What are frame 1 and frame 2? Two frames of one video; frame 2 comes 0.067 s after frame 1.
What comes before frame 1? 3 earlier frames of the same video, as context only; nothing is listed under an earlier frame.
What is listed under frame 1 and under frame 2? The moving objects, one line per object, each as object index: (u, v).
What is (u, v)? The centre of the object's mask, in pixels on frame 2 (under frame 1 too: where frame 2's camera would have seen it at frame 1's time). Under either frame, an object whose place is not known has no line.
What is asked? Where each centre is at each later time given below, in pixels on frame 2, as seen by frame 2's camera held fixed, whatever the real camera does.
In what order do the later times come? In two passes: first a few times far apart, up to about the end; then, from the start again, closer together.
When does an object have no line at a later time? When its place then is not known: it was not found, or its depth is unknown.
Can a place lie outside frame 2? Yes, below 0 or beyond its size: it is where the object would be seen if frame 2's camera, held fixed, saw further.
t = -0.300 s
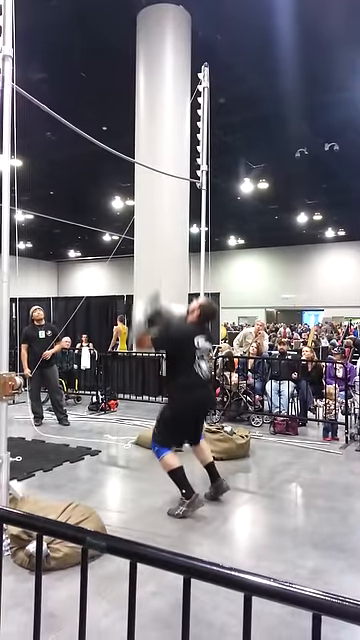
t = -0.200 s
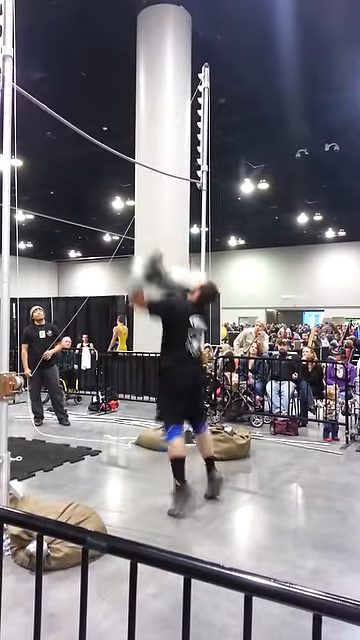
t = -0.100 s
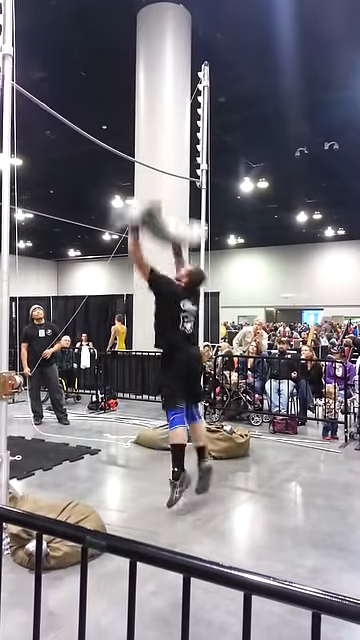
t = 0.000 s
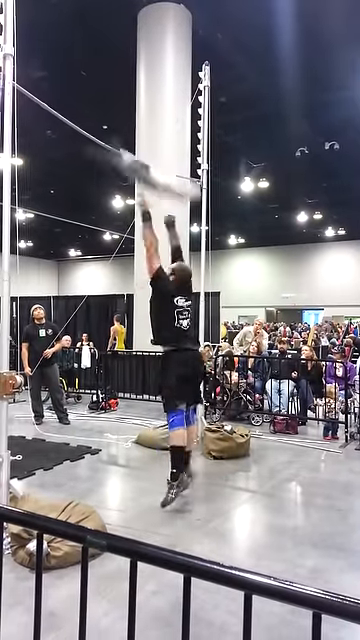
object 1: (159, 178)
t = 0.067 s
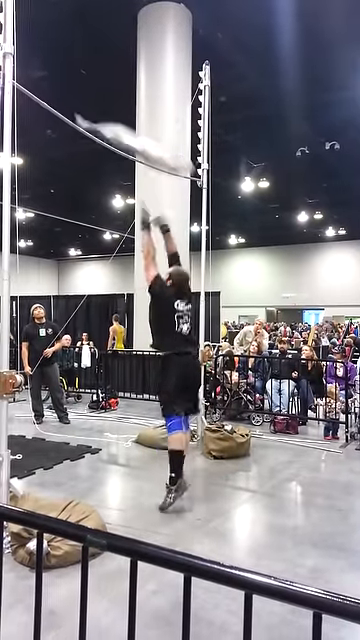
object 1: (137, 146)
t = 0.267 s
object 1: (122, 101)
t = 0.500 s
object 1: (100, 104)
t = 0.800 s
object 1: (76, 190)
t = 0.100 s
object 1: (125, 131)
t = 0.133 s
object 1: (122, 123)
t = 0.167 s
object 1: (122, 116)
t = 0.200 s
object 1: (121, 111)
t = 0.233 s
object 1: (122, 106)
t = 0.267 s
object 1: (122, 101)
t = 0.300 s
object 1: (120, 99)
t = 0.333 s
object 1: (120, 97)
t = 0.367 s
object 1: (116, 96)
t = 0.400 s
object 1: (110, 96)
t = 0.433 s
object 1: (106, 98)
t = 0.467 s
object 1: (103, 101)
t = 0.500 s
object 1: (100, 104)
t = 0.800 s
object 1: (76, 190)
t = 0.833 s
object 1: (72, 205)
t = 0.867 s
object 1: (74, 221)
